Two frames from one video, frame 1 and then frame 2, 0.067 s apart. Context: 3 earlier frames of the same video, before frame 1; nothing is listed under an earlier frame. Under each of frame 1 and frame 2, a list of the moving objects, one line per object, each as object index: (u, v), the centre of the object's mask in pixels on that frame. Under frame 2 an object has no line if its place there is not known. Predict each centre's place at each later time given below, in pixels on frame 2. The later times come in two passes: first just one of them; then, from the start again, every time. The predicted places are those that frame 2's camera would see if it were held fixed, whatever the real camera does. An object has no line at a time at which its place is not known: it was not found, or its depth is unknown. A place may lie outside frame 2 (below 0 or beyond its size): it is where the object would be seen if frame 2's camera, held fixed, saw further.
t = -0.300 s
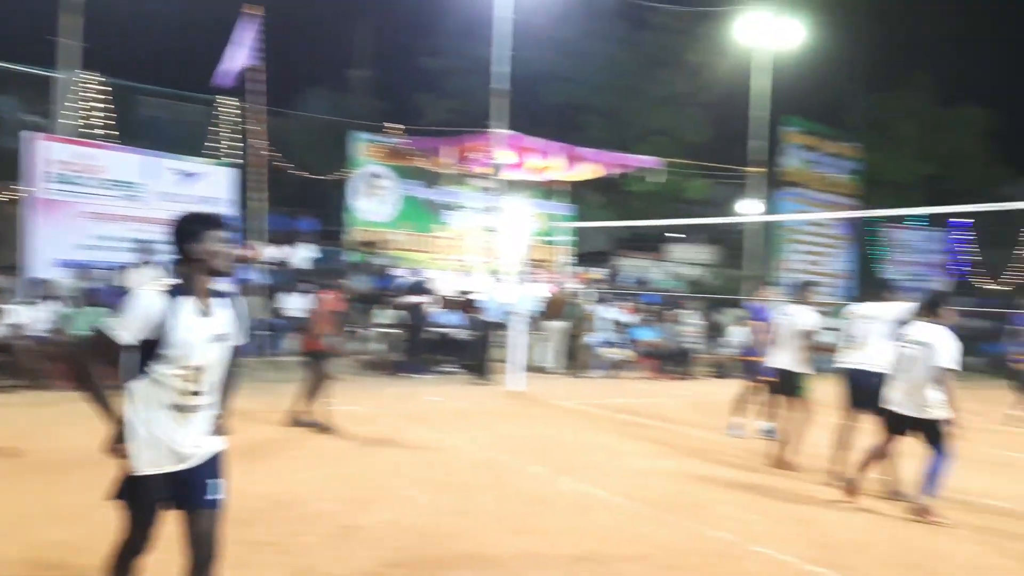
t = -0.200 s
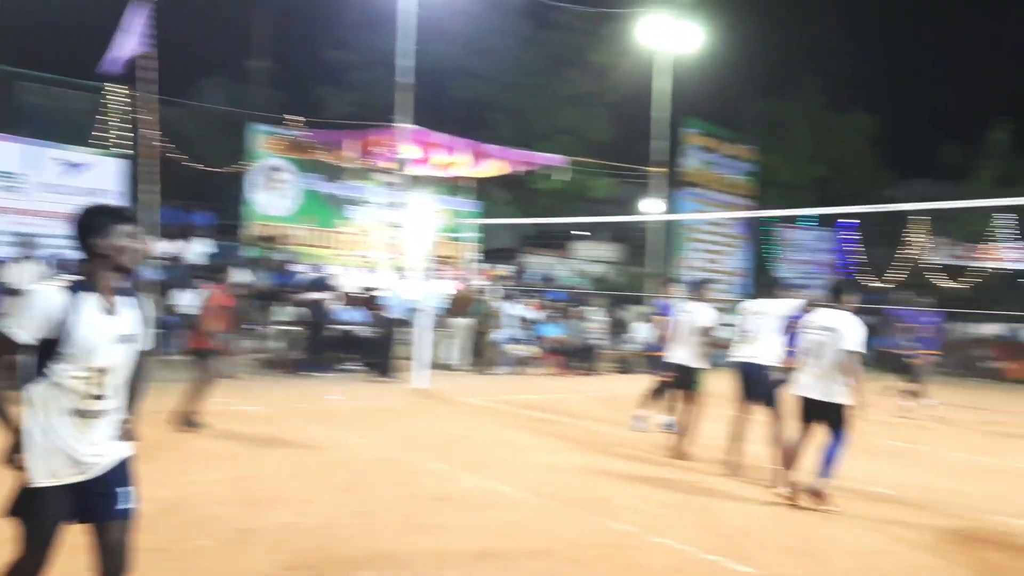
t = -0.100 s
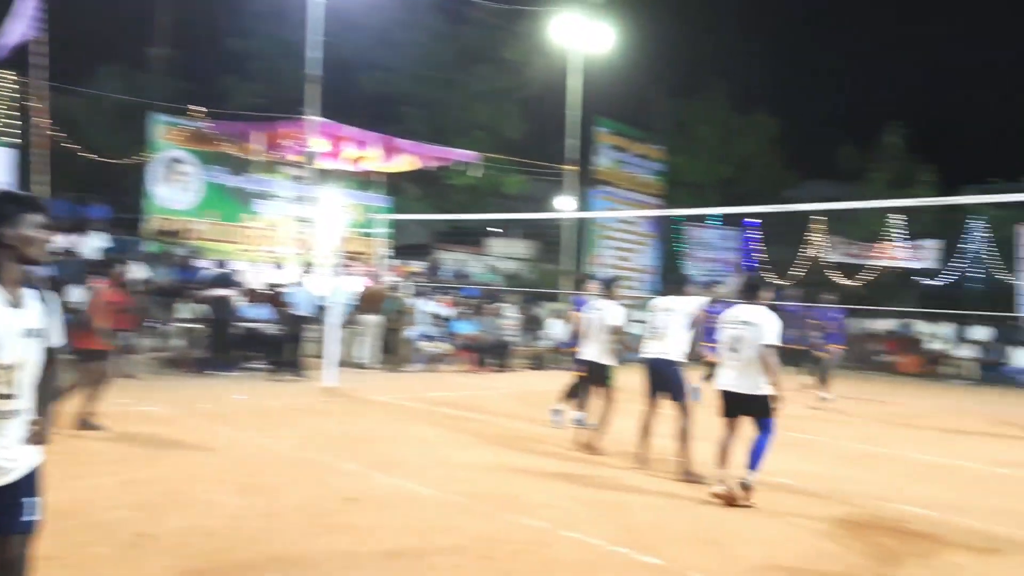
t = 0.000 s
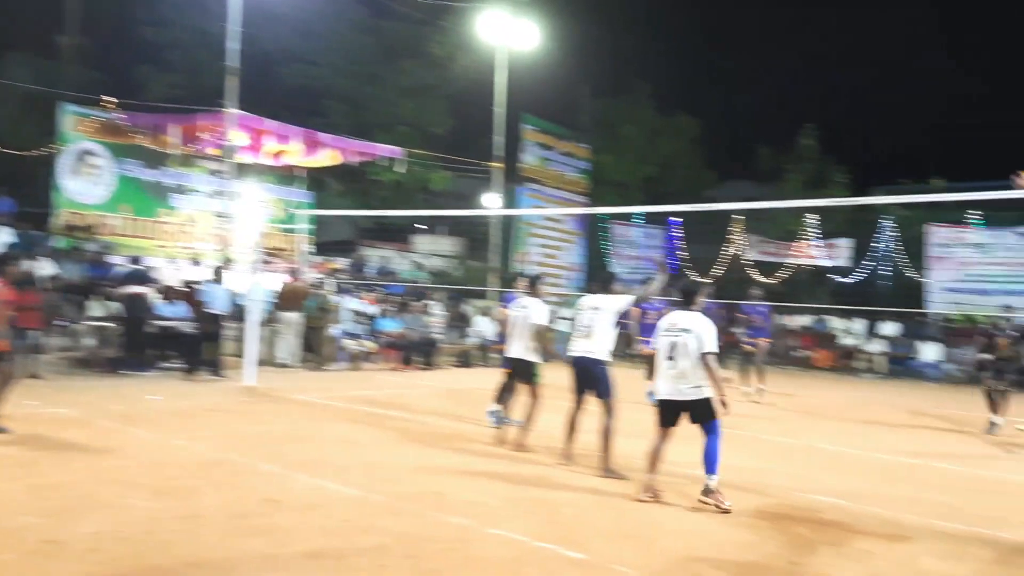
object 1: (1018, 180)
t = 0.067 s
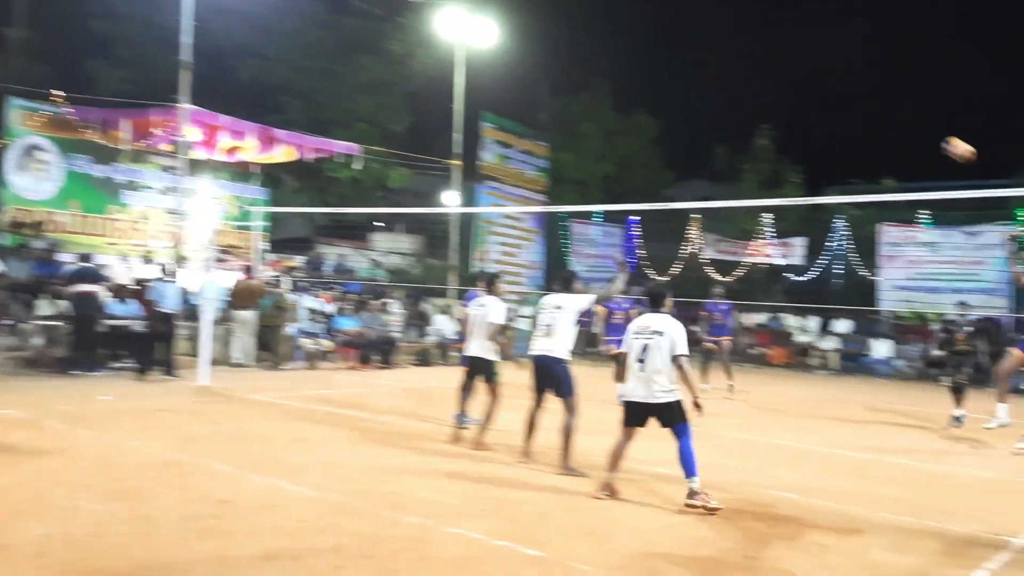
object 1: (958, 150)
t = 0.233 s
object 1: (916, 78)
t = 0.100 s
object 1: (951, 133)
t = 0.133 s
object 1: (943, 118)
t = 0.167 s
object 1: (933, 103)
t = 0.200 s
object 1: (924, 90)
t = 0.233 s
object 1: (916, 78)
